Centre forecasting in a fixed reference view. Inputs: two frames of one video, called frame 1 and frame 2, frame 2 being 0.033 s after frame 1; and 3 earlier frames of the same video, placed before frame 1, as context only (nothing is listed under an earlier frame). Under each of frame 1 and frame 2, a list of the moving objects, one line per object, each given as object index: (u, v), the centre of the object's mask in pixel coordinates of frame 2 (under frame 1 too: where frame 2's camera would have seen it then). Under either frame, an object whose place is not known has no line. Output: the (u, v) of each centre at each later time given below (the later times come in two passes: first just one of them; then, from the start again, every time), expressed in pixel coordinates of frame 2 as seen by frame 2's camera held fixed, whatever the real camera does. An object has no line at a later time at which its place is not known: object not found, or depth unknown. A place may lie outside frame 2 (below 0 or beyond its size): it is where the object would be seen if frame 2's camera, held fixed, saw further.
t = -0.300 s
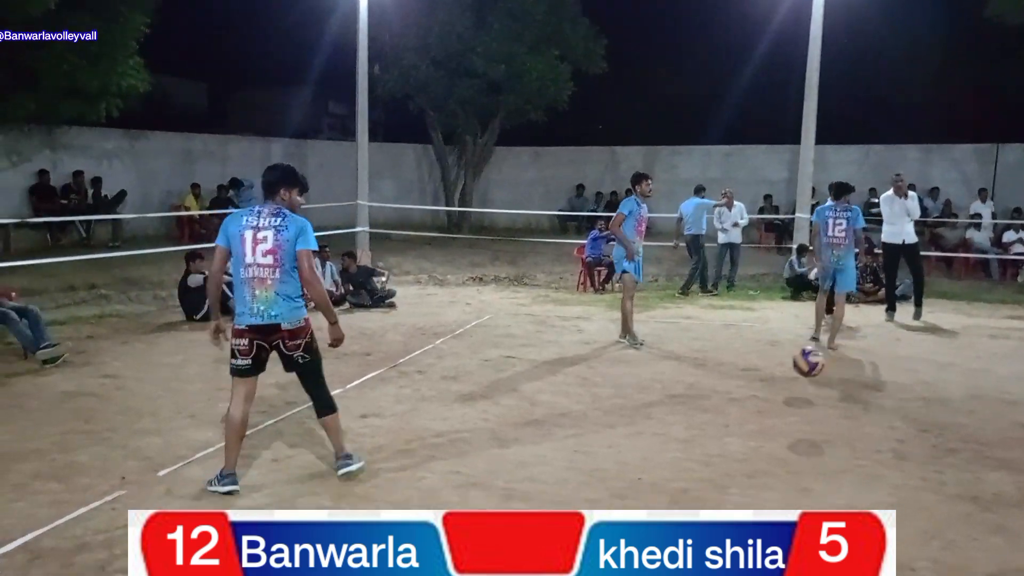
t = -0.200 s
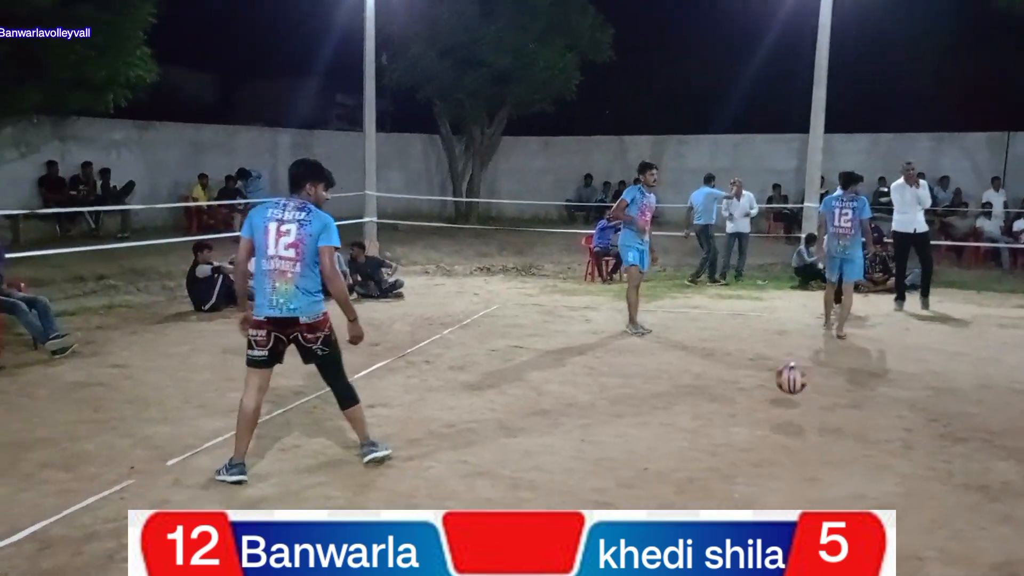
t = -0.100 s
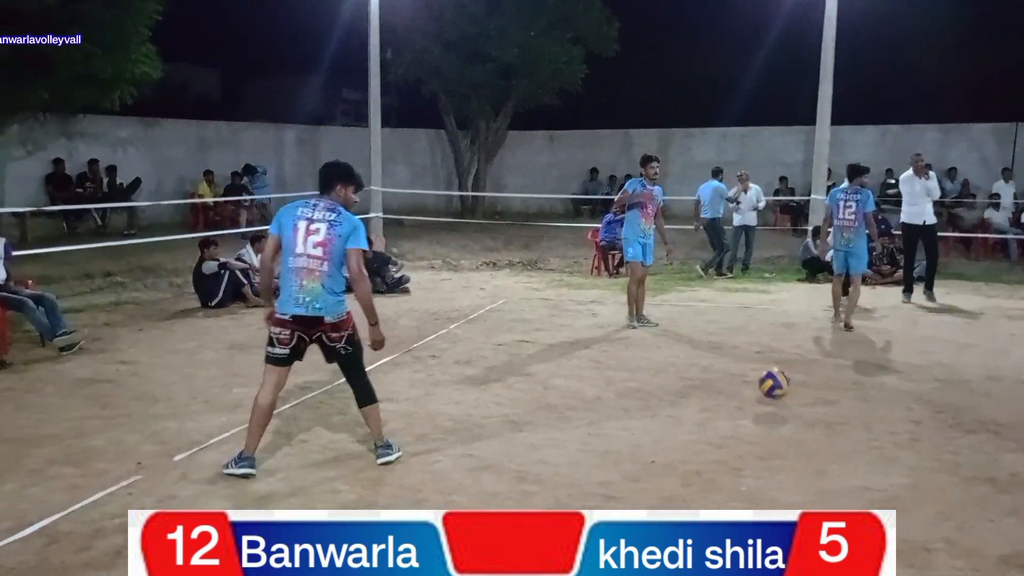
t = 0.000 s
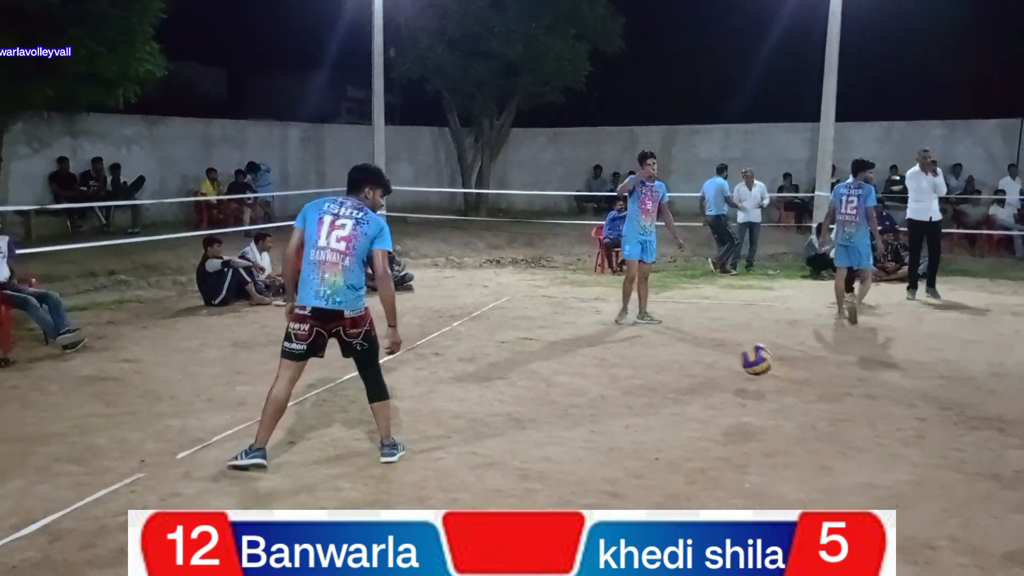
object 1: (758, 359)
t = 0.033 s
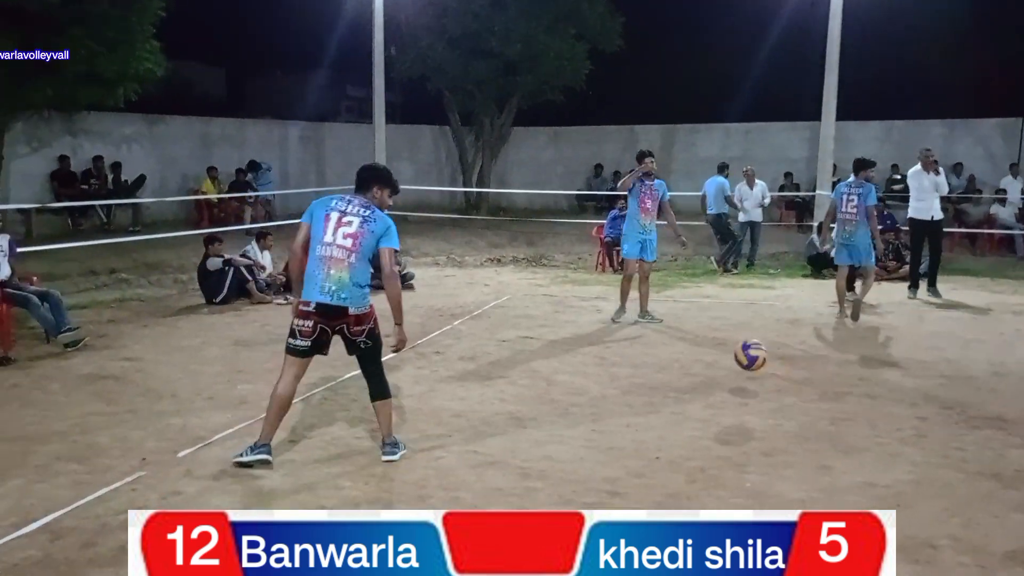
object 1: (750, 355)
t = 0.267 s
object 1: (696, 373)
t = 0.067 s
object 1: (744, 353)
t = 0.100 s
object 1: (736, 352)
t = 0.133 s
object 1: (728, 353)
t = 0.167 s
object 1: (720, 357)
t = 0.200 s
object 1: (712, 359)
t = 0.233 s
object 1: (704, 366)
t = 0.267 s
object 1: (696, 373)
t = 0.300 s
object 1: (688, 383)
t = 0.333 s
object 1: (679, 393)
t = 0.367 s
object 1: (671, 406)
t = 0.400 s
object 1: (664, 397)
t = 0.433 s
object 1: (656, 389)
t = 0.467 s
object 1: (648, 381)
